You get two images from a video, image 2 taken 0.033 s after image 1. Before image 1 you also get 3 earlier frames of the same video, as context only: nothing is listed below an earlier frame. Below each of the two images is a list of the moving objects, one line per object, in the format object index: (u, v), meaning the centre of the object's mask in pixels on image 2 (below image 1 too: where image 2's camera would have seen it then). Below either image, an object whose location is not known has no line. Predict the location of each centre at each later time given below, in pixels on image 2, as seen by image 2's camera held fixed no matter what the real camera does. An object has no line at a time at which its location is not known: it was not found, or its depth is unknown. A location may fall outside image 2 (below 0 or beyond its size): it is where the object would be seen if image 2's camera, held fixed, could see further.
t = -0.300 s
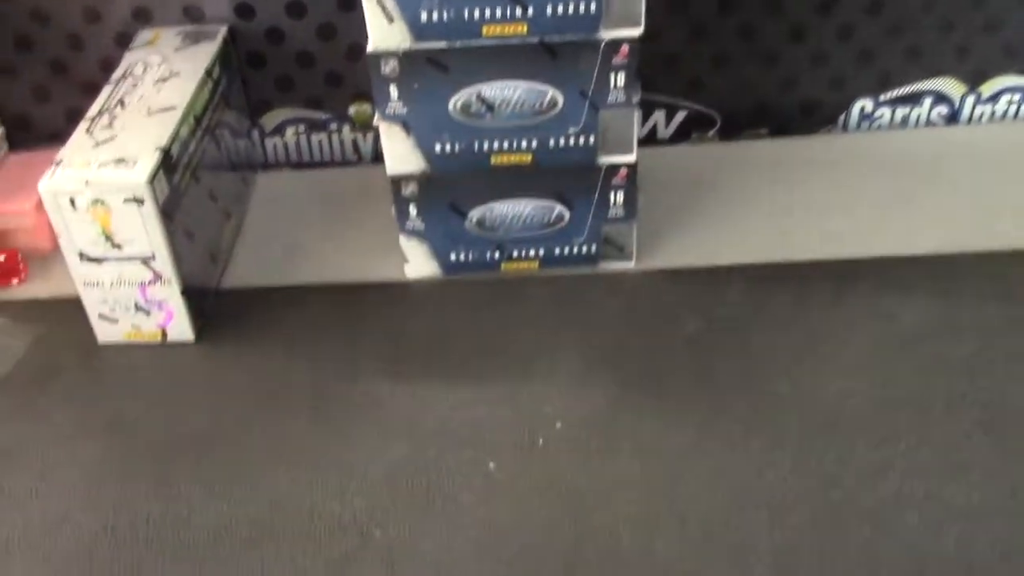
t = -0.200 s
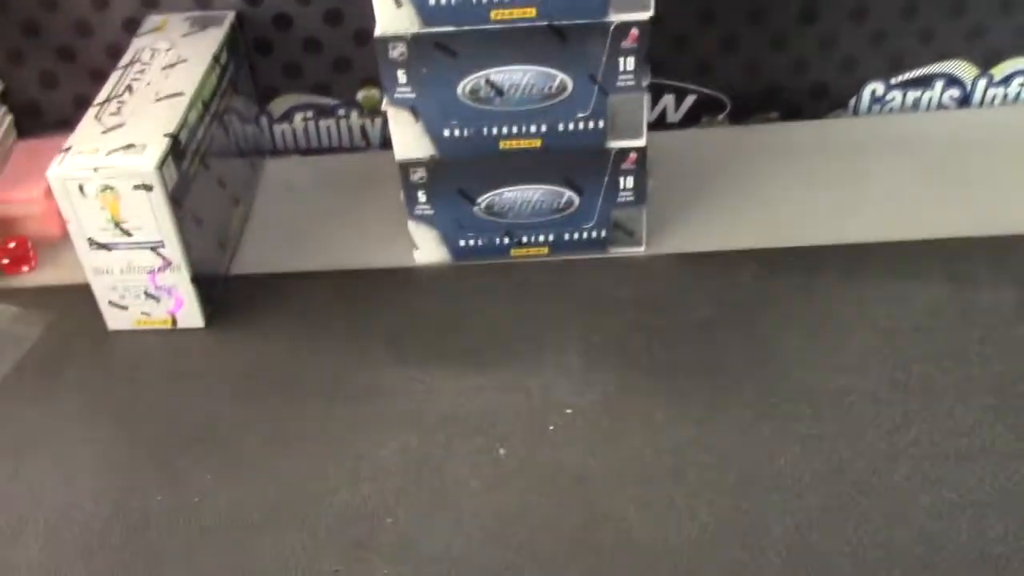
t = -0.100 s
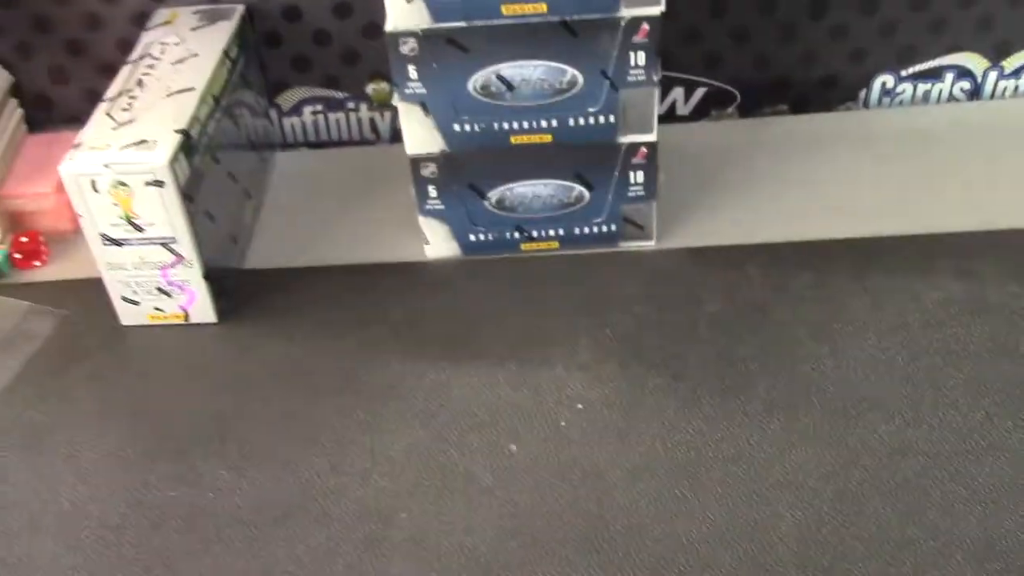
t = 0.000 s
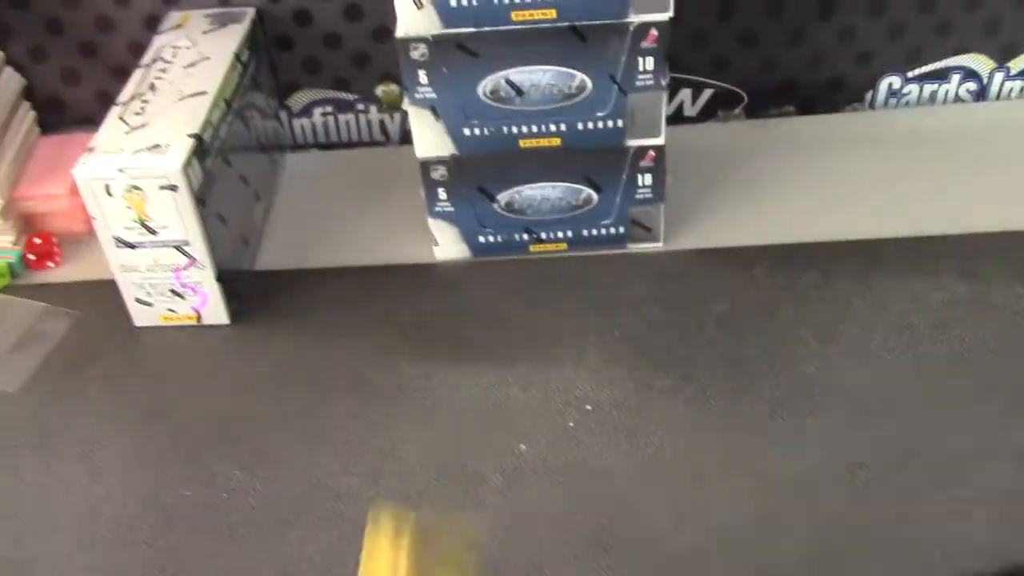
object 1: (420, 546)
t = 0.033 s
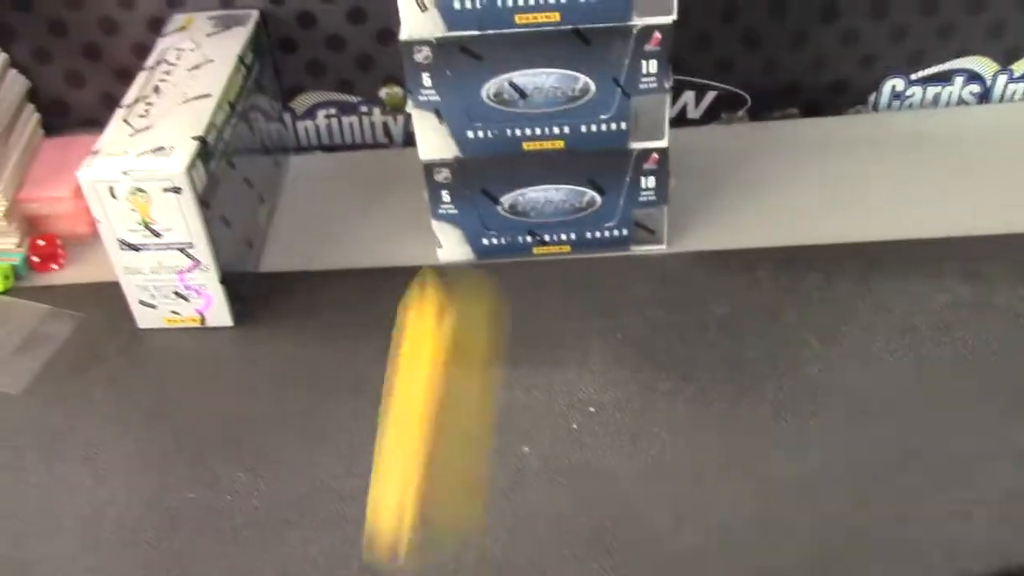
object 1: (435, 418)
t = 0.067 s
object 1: (441, 231)
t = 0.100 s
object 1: (481, 94)
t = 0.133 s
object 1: (501, 38)
